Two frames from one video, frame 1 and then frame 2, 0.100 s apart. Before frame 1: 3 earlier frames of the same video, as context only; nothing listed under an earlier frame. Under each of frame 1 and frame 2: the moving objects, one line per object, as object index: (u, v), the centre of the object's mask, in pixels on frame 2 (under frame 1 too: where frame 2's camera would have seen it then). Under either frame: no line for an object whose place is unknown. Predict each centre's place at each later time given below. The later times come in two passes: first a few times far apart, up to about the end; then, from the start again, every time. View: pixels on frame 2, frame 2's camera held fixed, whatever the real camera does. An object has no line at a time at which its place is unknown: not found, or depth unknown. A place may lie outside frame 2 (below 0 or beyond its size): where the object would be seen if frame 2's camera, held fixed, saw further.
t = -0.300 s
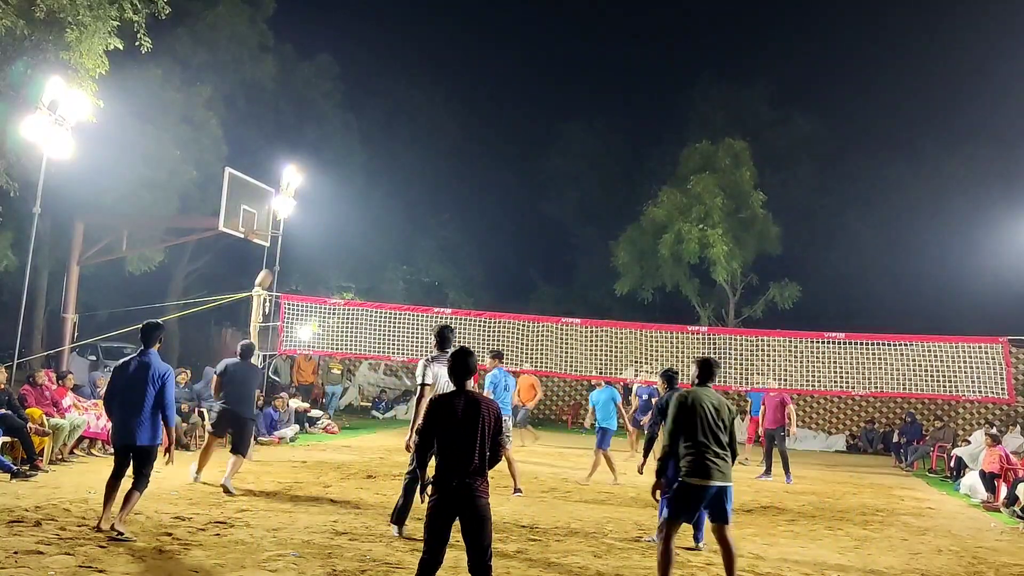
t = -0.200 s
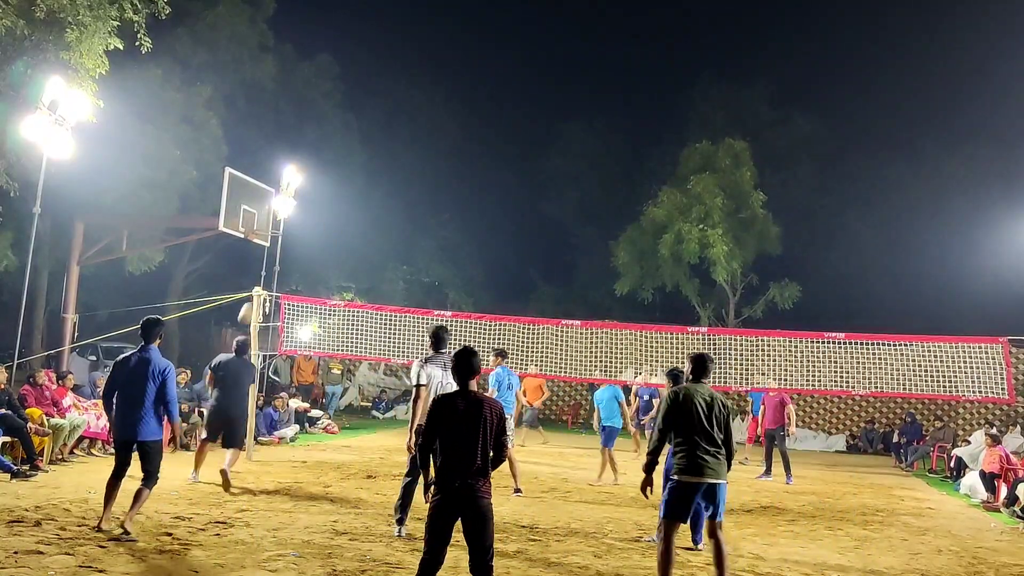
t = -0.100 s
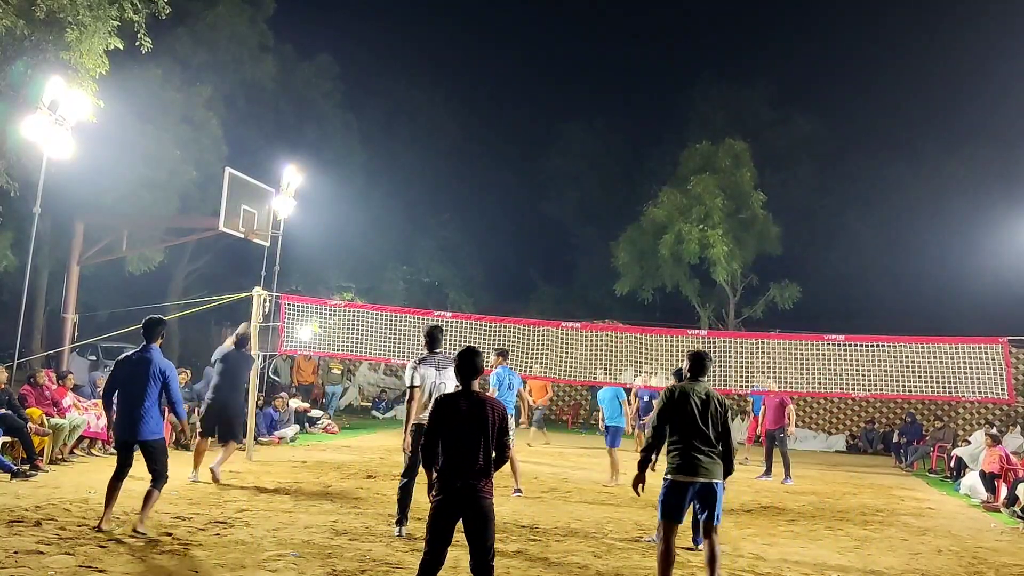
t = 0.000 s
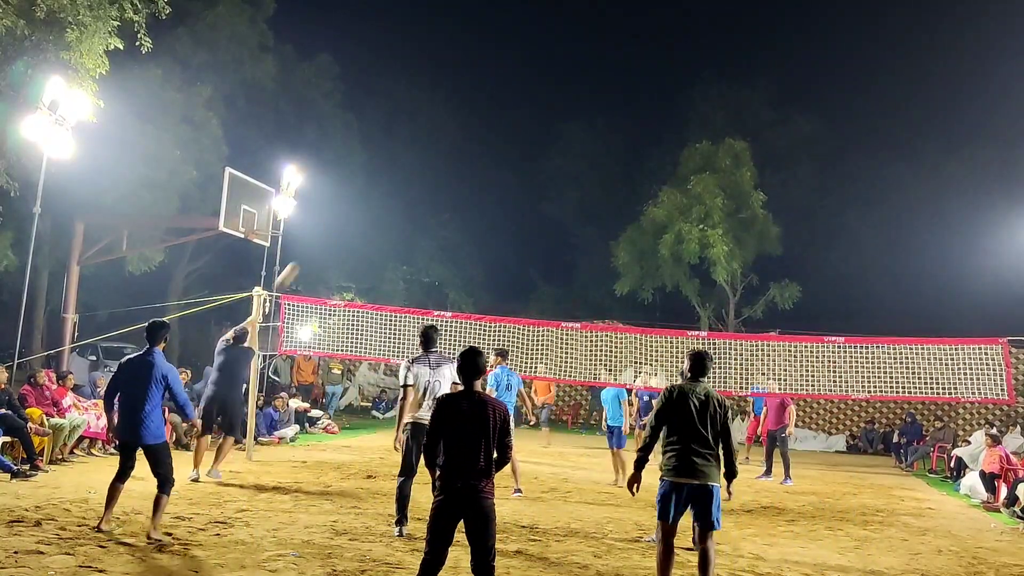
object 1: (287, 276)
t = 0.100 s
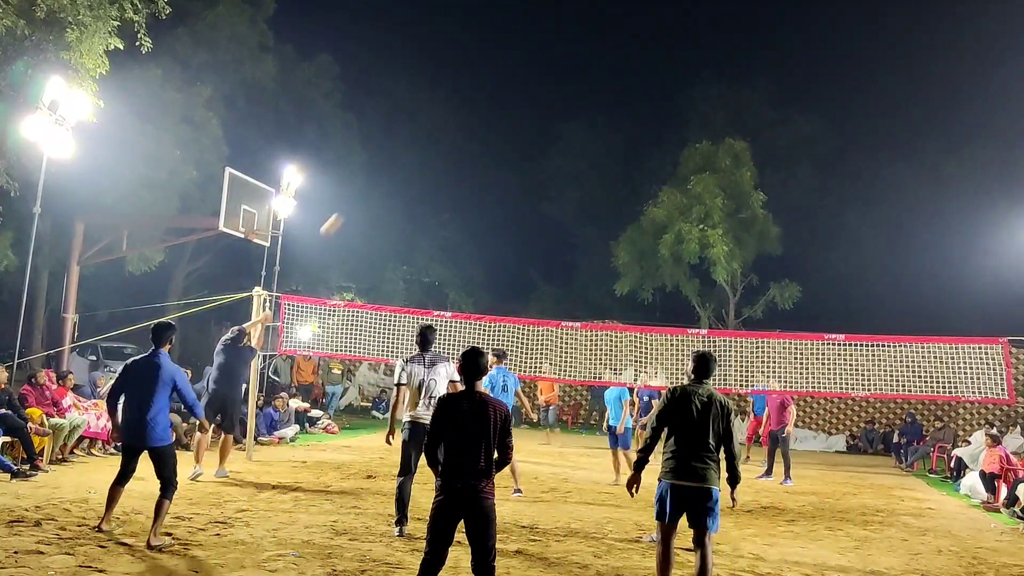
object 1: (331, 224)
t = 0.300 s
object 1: (412, 154)
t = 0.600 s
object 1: (514, 112)
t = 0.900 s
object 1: (598, 130)
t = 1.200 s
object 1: (670, 198)
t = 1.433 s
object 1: (717, 283)
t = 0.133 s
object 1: (346, 210)
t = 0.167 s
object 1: (360, 197)
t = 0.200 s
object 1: (373, 185)
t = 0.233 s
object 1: (386, 174)
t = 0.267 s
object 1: (399, 164)
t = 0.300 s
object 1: (412, 154)
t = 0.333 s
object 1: (424, 146)
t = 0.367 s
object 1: (436, 139)
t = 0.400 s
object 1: (447, 133)
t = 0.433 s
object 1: (459, 127)
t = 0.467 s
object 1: (471, 122)
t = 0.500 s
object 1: (482, 119)
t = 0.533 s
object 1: (492, 115)
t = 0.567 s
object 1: (503, 113)
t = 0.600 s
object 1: (514, 112)
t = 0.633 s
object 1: (524, 111)
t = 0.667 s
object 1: (534, 111)
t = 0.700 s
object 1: (543, 112)
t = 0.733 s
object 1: (553, 113)
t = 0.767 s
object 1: (563, 115)
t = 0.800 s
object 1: (572, 118)
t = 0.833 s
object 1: (580, 120)
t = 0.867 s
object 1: (589, 125)
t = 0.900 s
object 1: (598, 130)
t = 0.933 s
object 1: (607, 135)
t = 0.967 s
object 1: (615, 141)
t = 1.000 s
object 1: (623, 147)
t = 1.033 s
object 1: (632, 154)
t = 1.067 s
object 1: (640, 162)
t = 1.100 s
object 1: (647, 170)
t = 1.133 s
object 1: (655, 179)
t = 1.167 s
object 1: (662, 188)
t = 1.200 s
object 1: (670, 198)
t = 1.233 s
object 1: (677, 209)
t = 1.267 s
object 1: (684, 220)
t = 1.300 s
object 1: (690, 231)
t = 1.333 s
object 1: (698, 244)
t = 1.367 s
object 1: (704, 256)
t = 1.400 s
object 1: (711, 270)
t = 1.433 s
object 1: (717, 283)
